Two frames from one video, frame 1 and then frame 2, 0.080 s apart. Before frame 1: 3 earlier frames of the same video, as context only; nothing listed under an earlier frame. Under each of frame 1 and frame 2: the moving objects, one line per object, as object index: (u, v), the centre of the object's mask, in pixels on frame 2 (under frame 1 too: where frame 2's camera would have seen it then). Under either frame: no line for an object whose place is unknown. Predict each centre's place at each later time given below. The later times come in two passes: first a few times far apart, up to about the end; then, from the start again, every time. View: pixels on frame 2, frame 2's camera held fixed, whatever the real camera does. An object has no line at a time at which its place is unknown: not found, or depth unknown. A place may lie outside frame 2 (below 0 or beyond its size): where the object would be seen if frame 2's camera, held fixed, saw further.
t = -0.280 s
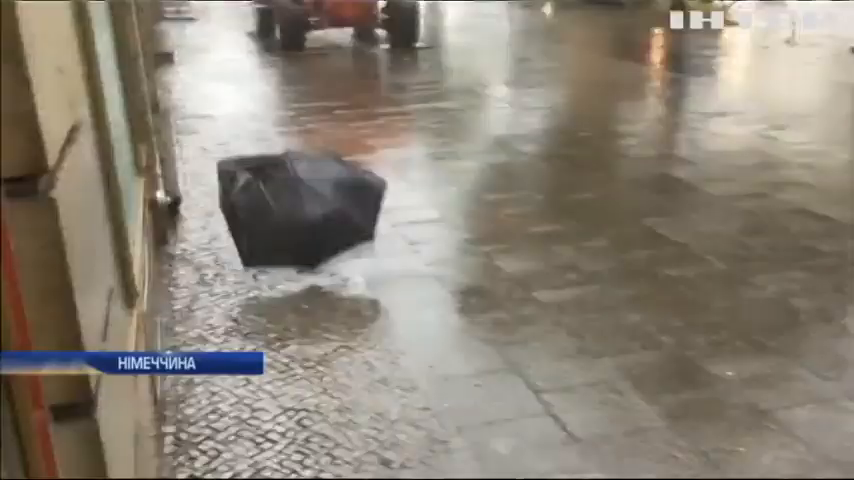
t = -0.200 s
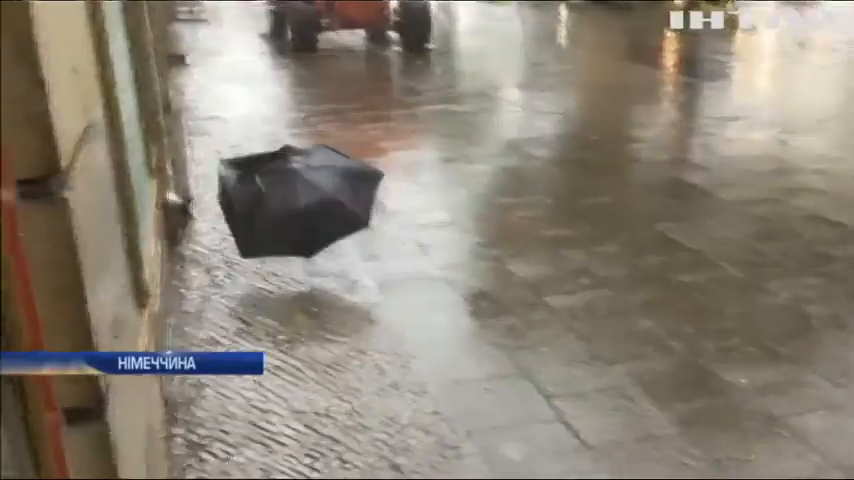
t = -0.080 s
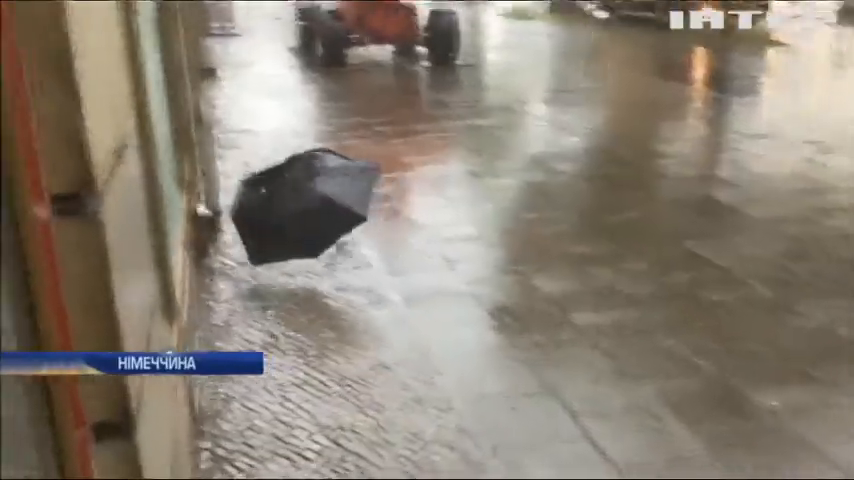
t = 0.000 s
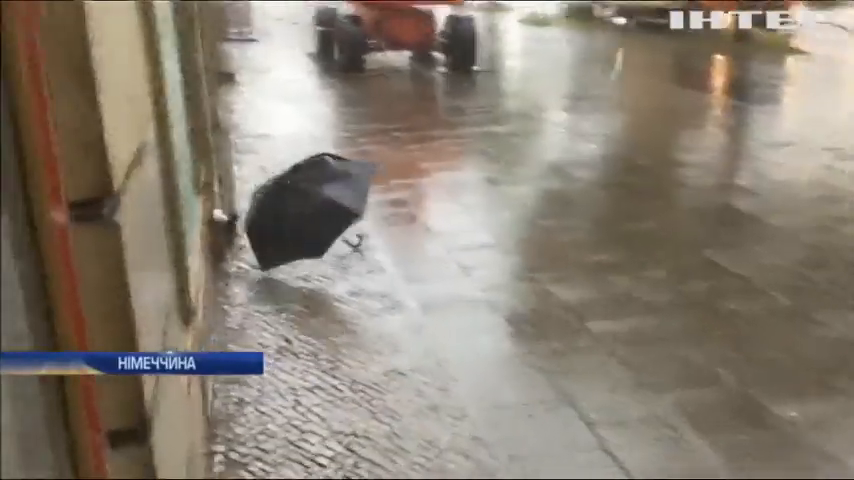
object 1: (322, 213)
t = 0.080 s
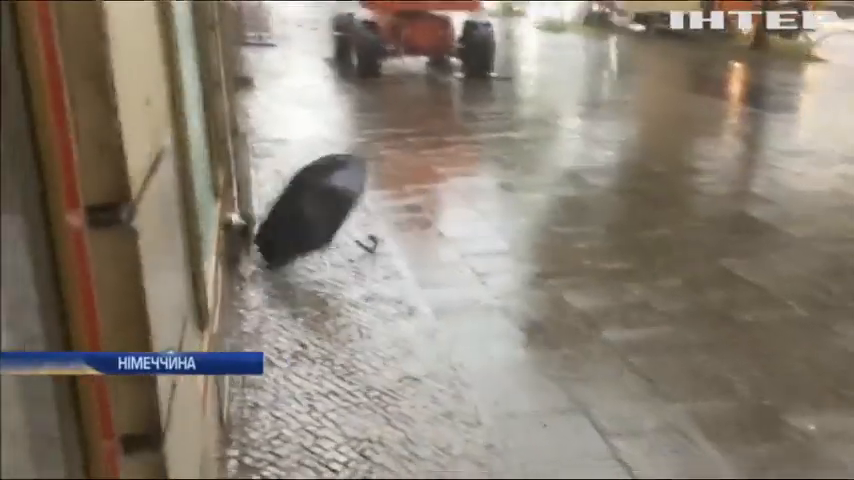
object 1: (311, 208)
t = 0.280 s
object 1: (290, 184)
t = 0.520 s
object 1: (290, 170)
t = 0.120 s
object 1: (307, 204)
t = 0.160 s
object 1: (302, 200)
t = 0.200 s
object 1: (299, 194)
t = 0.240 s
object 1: (294, 187)
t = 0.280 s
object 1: (290, 184)
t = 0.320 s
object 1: (289, 181)
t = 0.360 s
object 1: (289, 178)
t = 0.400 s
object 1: (289, 177)
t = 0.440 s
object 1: (290, 175)
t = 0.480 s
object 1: (291, 172)
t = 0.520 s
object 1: (290, 170)
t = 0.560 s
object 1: (289, 166)
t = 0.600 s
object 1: (287, 165)
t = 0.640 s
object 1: (284, 163)
